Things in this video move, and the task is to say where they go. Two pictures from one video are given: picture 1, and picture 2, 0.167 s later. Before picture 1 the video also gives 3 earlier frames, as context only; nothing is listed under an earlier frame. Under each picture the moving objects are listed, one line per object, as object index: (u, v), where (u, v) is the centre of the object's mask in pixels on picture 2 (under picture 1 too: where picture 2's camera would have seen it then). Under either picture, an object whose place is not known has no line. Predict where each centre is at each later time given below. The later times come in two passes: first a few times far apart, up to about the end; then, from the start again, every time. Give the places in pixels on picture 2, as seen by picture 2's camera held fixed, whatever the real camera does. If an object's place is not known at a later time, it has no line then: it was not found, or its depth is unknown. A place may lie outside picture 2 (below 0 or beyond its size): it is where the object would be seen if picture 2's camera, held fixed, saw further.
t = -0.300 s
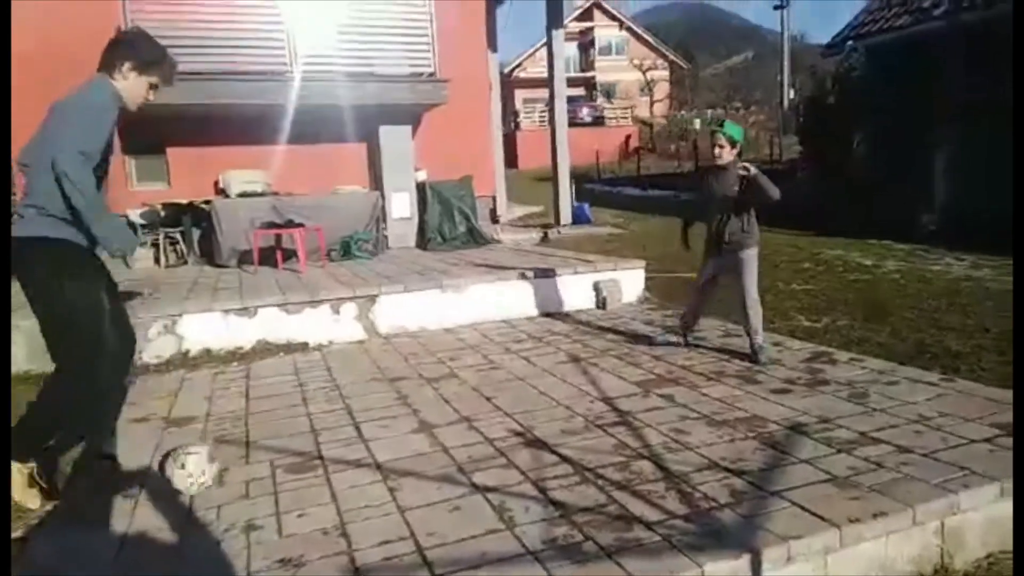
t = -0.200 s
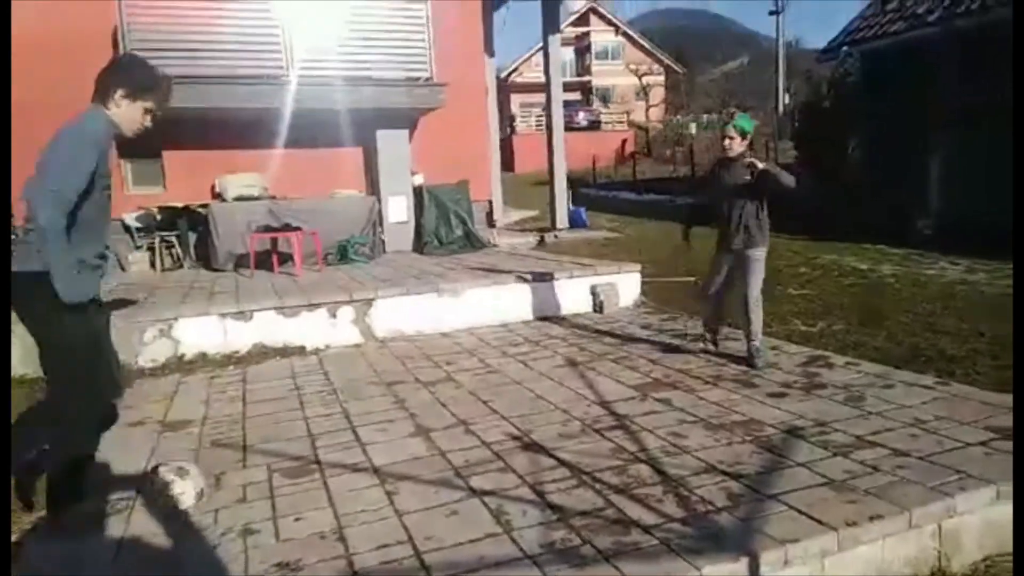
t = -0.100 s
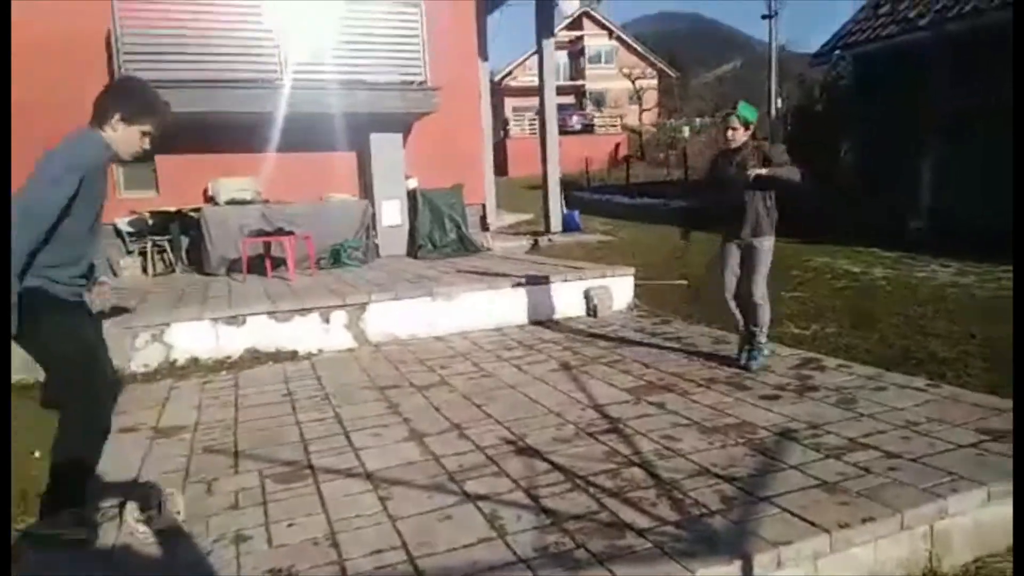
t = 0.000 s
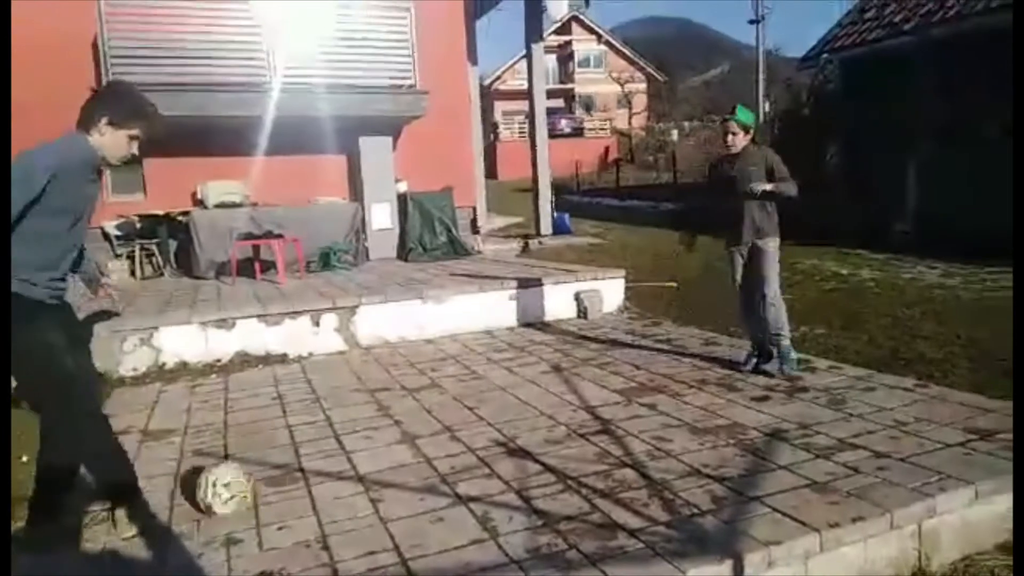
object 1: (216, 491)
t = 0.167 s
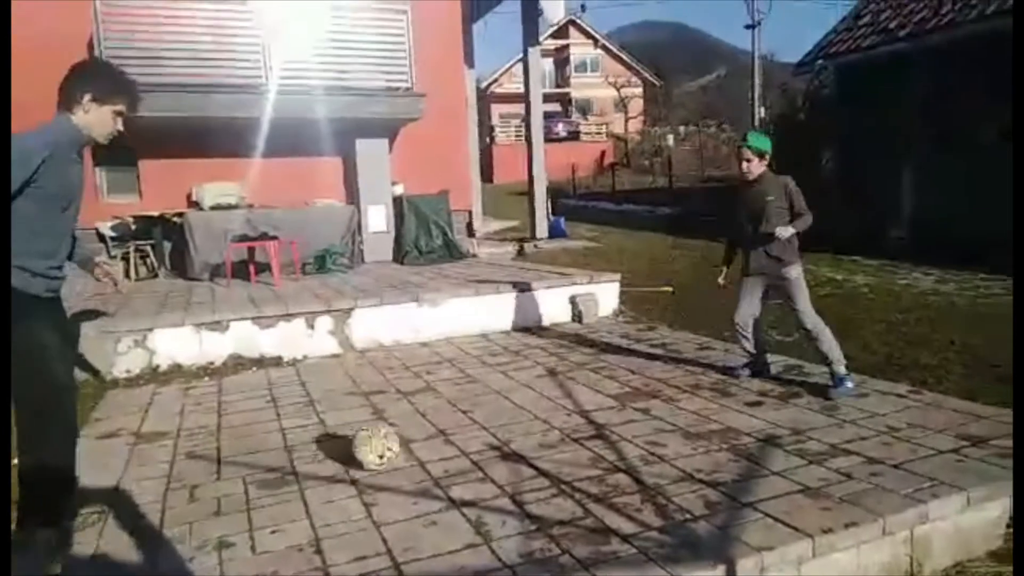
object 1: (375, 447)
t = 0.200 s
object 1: (397, 442)
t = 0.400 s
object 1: (512, 405)
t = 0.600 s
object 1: (600, 381)
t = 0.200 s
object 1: (397, 442)
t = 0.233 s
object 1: (418, 436)
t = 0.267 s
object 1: (439, 428)
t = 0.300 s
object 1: (458, 421)
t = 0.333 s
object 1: (478, 417)
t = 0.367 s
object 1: (496, 413)
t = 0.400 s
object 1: (512, 405)
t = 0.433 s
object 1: (528, 399)
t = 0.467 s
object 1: (544, 395)
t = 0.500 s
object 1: (559, 393)
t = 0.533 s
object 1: (573, 389)
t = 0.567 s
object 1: (585, 383)
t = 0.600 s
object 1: (600, 381)
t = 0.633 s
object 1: (613, 379)
